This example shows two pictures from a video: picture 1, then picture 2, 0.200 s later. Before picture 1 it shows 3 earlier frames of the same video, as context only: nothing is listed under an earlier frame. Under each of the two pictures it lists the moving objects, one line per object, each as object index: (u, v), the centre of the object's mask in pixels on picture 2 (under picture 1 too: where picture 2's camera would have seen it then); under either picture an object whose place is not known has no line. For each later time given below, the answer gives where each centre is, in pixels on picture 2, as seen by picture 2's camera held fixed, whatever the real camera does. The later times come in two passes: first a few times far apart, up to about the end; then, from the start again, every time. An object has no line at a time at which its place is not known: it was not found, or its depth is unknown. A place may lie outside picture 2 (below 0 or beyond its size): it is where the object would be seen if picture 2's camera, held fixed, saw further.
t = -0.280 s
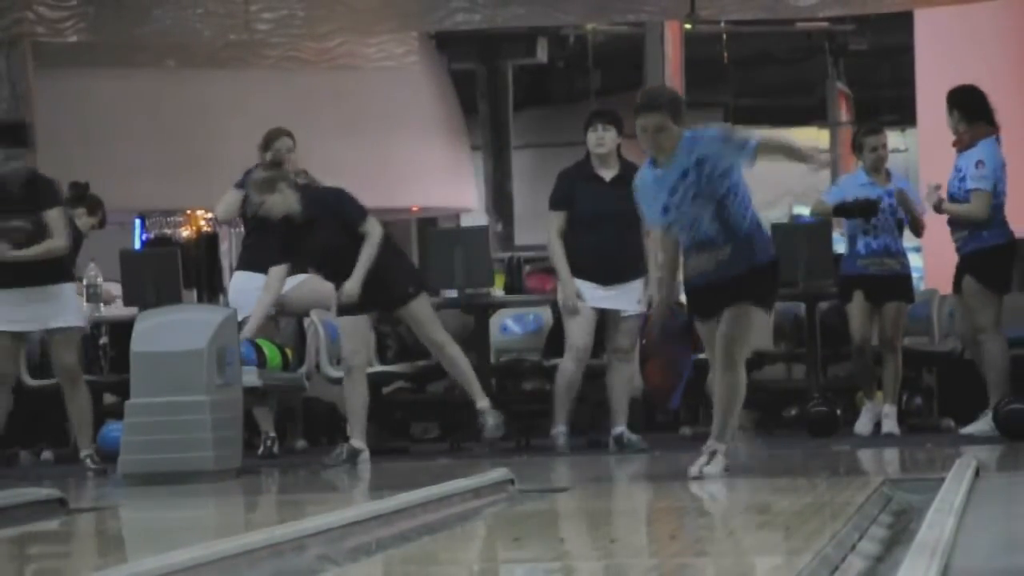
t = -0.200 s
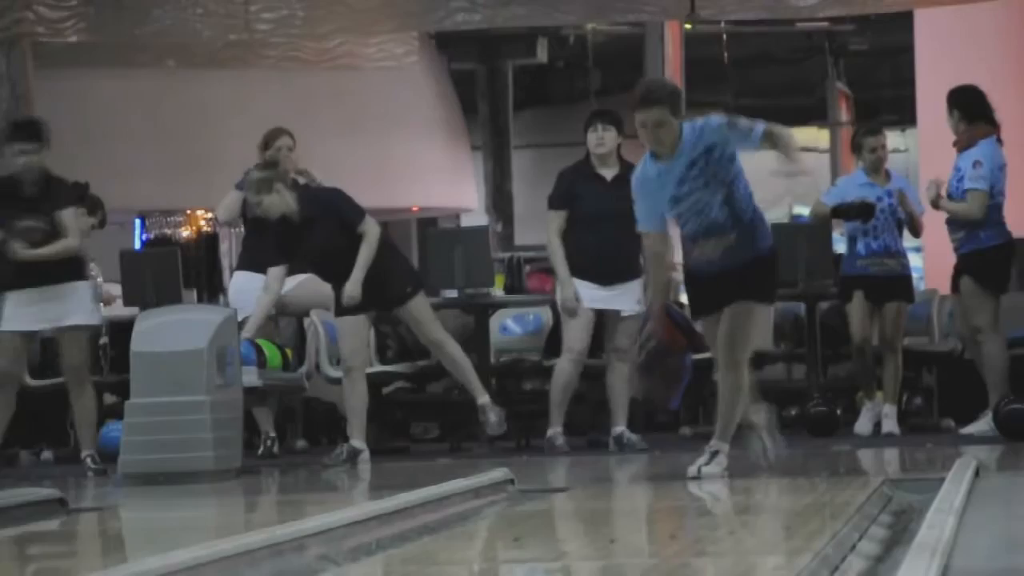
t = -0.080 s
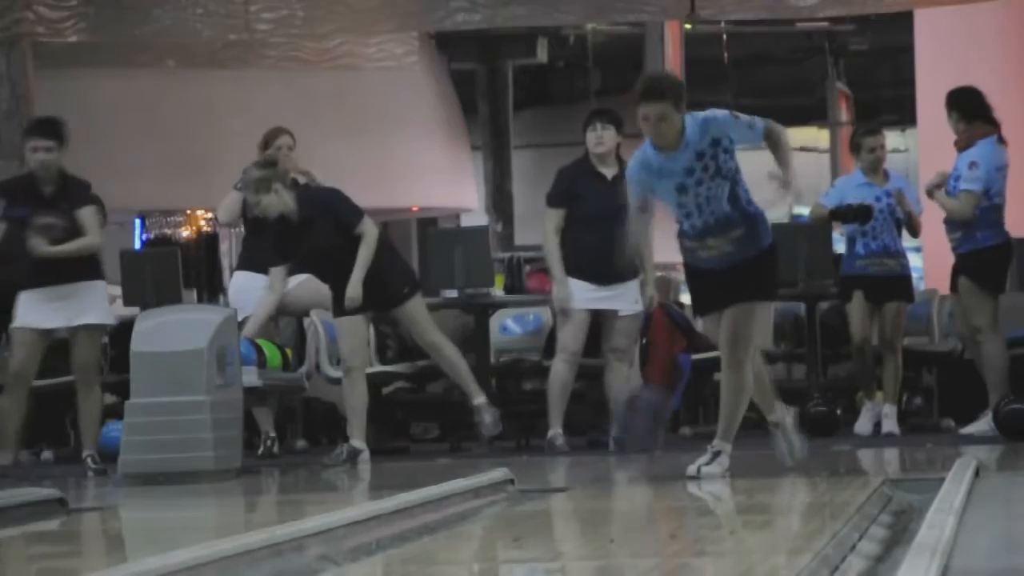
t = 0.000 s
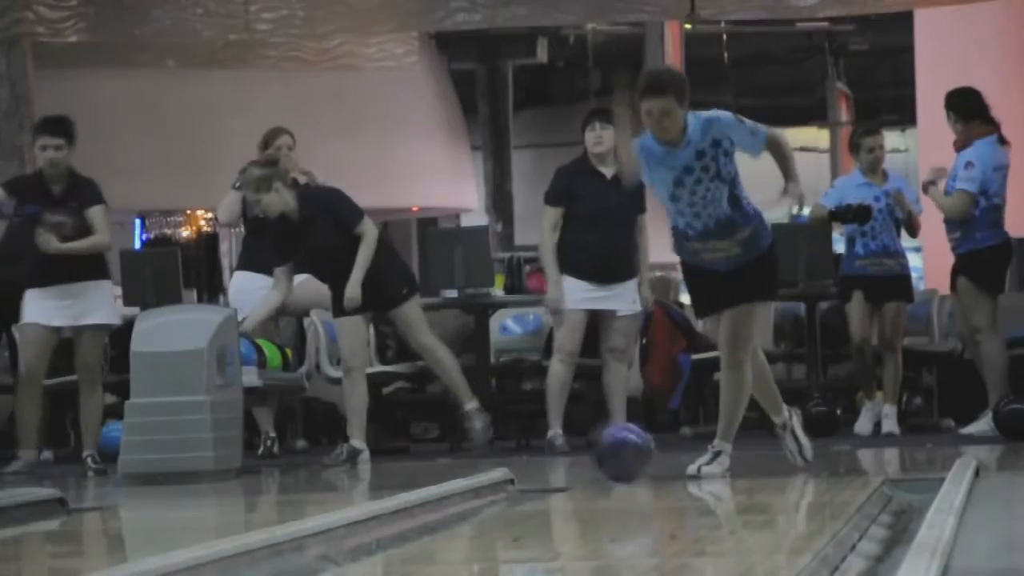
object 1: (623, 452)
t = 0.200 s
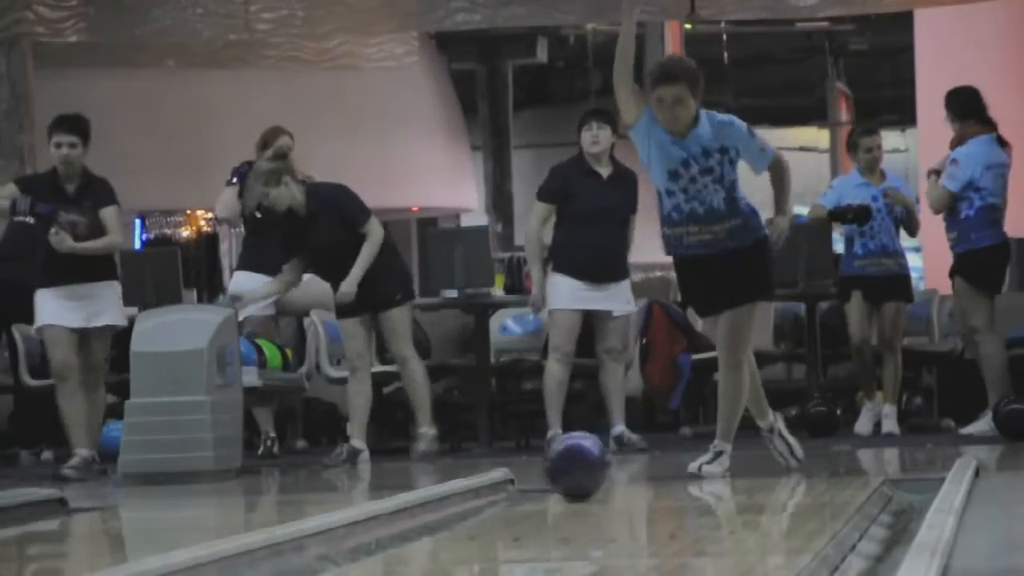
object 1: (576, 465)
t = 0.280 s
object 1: (556, 471)
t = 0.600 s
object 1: (456, 493)
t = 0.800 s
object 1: (381, 511)
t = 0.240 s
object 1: (566, 469)
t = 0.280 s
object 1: (556, 471)
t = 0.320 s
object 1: (543, 474)
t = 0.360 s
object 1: (532, 476)
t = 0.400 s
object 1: (520, 479)
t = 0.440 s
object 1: (508, 482)
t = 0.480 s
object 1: (497, 484)
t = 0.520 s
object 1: (483, 487)
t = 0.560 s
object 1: (471, 489)
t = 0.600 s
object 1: (456, 493)
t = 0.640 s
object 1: (441, 497)
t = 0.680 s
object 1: (428, 500)
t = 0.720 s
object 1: (413, 503)
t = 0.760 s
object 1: (398, 507)
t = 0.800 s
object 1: (381, 511)
